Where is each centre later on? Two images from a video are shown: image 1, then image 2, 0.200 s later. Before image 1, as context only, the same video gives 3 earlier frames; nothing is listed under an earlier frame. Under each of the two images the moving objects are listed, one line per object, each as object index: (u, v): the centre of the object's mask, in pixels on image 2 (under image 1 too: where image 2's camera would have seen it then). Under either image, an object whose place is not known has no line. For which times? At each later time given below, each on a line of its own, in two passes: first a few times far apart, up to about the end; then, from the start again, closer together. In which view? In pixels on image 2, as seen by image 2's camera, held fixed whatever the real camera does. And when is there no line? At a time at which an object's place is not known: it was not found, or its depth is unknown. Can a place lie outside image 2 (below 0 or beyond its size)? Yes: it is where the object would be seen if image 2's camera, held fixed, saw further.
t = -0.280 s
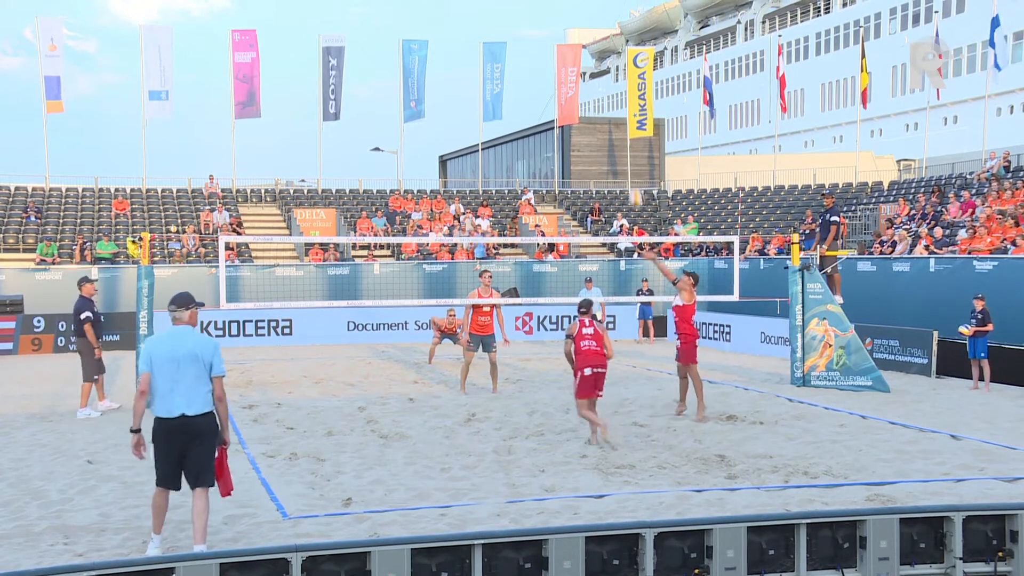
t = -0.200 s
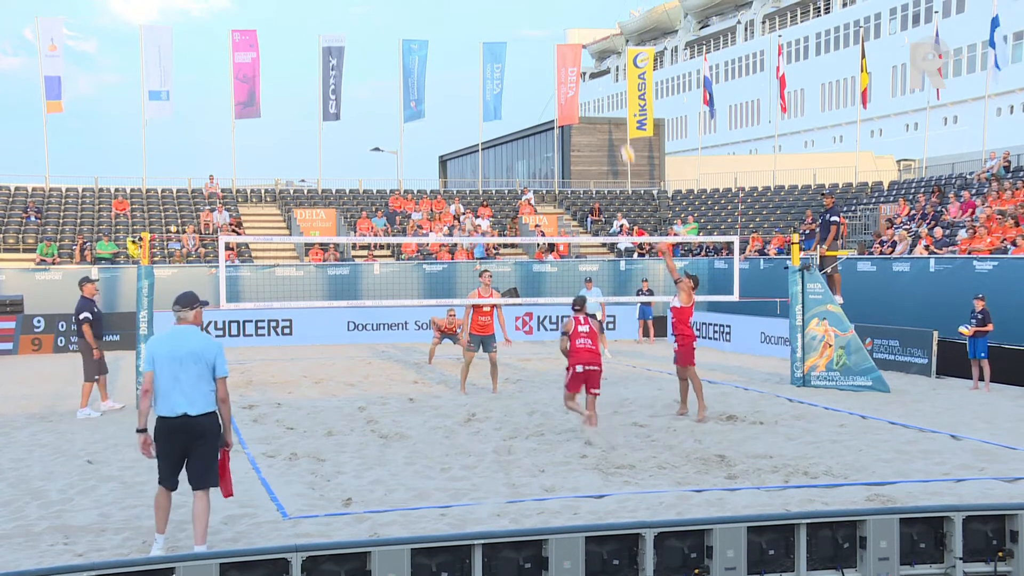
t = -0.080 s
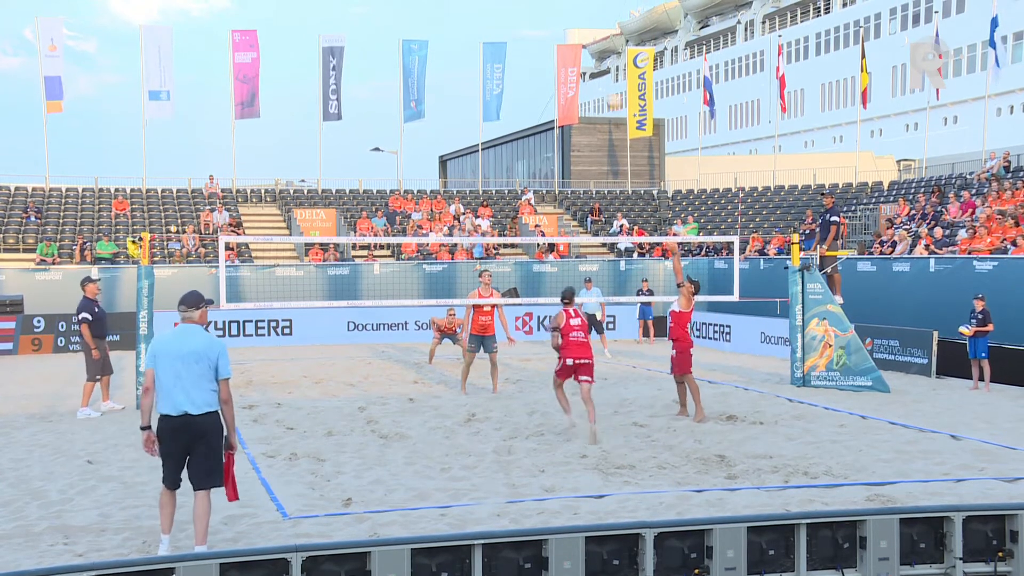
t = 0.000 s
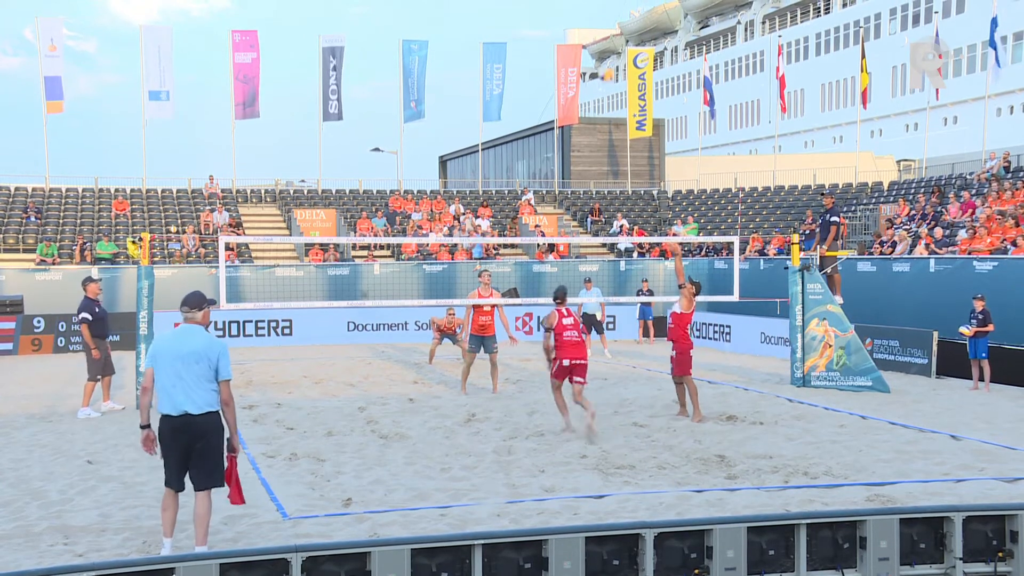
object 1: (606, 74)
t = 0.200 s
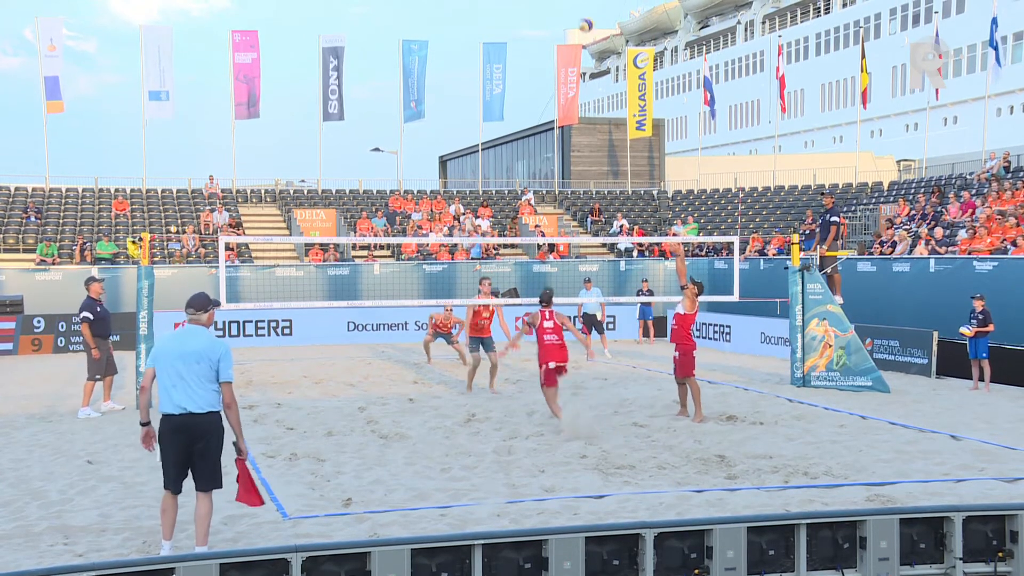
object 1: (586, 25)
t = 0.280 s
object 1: (578, 13)
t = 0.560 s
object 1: (552, 12)
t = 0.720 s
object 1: (536, 34)
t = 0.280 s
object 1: (578, 13)
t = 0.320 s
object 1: (574, 9)
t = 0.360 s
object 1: (570, 7)
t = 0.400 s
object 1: (566, 6)
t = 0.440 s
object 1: (562, 6)
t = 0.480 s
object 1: (559, 6)
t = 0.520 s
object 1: (556, 10)
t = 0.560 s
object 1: (552, 12)
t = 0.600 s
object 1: (548, 16)
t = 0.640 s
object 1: (544, 21)
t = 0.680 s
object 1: (540, 28)
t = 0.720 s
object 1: (536, 34)
